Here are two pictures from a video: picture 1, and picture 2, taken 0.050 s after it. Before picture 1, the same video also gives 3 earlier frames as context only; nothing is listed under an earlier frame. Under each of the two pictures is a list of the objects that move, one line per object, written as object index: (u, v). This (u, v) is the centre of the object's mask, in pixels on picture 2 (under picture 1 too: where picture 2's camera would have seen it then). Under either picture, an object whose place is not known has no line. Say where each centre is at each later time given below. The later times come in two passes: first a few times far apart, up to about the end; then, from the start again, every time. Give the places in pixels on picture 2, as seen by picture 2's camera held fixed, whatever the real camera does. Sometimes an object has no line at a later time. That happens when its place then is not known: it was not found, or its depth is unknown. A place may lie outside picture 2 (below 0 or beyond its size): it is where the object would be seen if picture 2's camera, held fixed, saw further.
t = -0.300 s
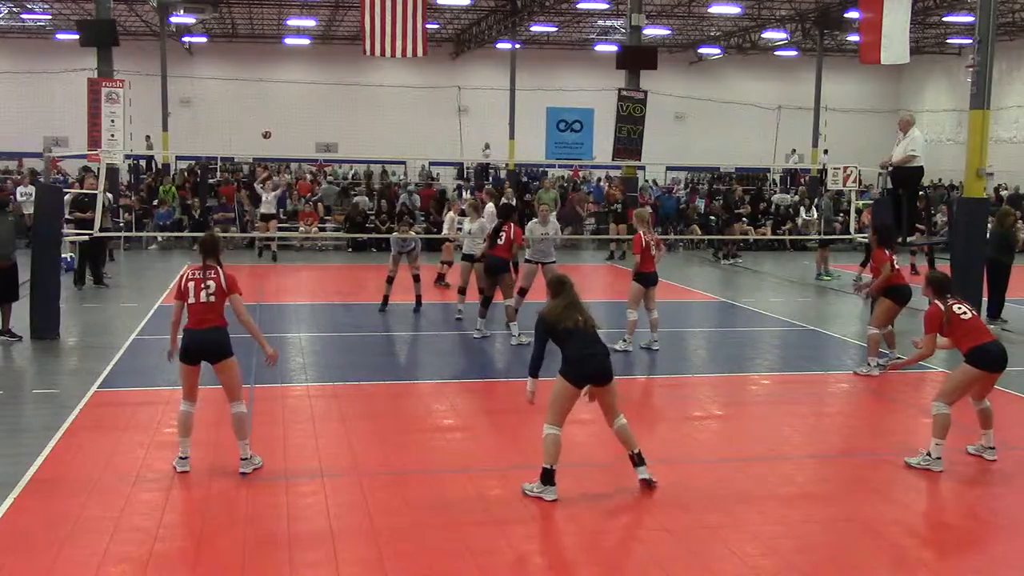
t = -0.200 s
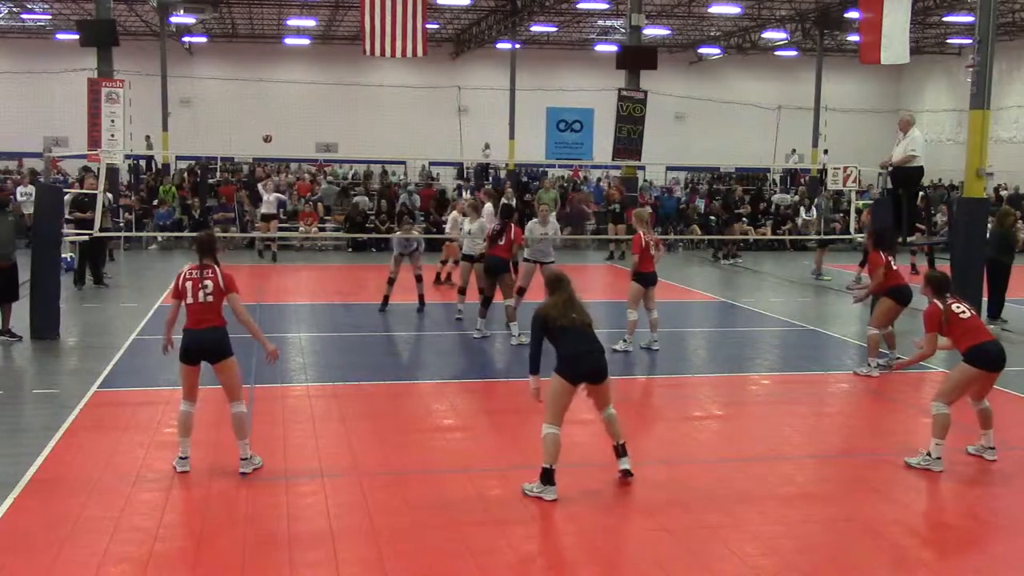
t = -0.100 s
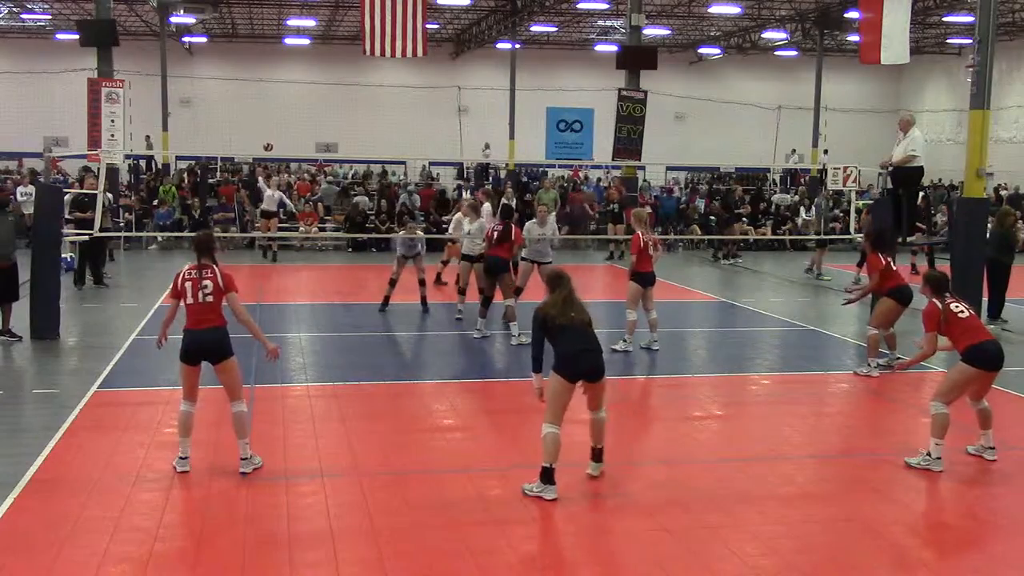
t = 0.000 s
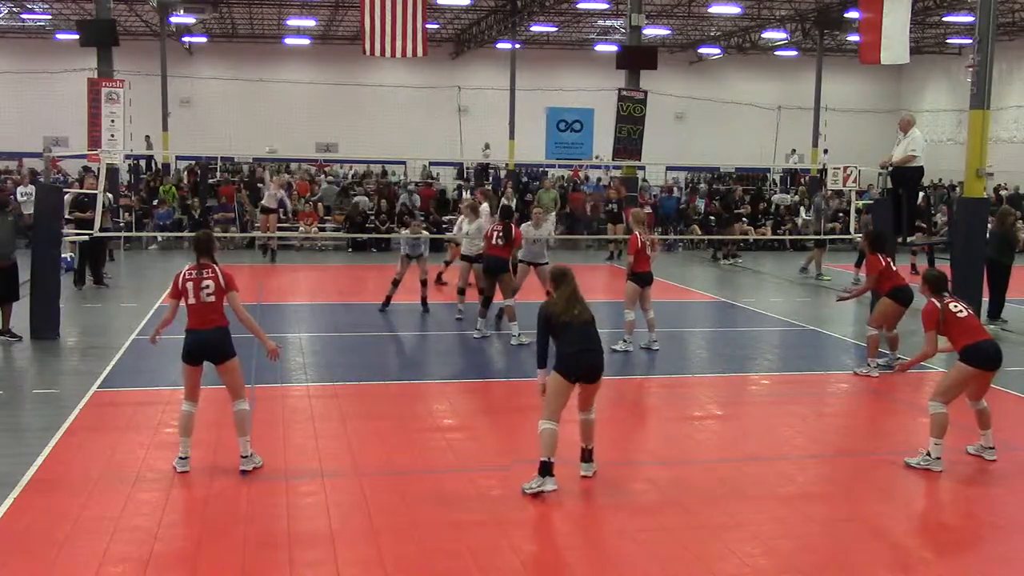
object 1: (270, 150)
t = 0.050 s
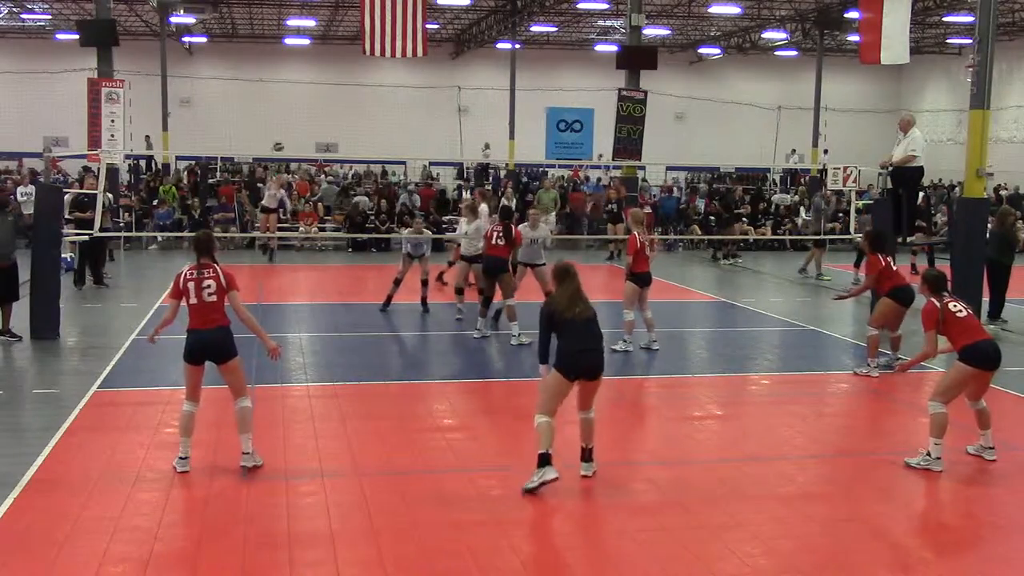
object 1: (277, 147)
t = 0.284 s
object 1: (317, 118)
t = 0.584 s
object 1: (387, 107)
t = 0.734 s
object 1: (437, 126)
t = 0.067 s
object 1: (280, 144)
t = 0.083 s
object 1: (283, 142)
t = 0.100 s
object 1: (286, 139)
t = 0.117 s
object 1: (288, 136)
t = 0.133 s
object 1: (291, 135)
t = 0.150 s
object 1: (294, 132)
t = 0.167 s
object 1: (296, 130)
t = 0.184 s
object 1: (299, 128)
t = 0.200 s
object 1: (302, 127)
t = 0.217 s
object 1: (306, 125)
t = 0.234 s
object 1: (307, 124)
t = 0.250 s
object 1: (312, 120)
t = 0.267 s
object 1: (314, 119)
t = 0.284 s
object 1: (317, 118)
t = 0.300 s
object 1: (320, 116)
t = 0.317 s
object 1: (323, 115)
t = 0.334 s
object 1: (327, 113)
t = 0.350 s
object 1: (330, 112)
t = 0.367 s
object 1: (333, 110)
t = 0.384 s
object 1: (337, 110)
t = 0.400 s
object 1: (341, 109)
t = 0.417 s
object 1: (345, 108)
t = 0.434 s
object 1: (349, 108)
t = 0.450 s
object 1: (352, 106)
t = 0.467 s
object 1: (356, 107)
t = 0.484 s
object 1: (361, 106)
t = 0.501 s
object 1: (365, 105)
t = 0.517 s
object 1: (369, 106)
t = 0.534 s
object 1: (374, 105)
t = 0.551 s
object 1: (378, 106)
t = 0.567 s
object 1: (383, 106)
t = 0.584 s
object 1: (387, 107)
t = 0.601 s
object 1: (392, 107)
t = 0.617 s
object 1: (397, 110)
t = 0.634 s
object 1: (403, 111)
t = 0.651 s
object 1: (408, 113)
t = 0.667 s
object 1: (413, 115)
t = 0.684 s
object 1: (419, 116)
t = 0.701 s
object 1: (425, 119)
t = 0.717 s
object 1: (431, 122)
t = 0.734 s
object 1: (437, 126)
